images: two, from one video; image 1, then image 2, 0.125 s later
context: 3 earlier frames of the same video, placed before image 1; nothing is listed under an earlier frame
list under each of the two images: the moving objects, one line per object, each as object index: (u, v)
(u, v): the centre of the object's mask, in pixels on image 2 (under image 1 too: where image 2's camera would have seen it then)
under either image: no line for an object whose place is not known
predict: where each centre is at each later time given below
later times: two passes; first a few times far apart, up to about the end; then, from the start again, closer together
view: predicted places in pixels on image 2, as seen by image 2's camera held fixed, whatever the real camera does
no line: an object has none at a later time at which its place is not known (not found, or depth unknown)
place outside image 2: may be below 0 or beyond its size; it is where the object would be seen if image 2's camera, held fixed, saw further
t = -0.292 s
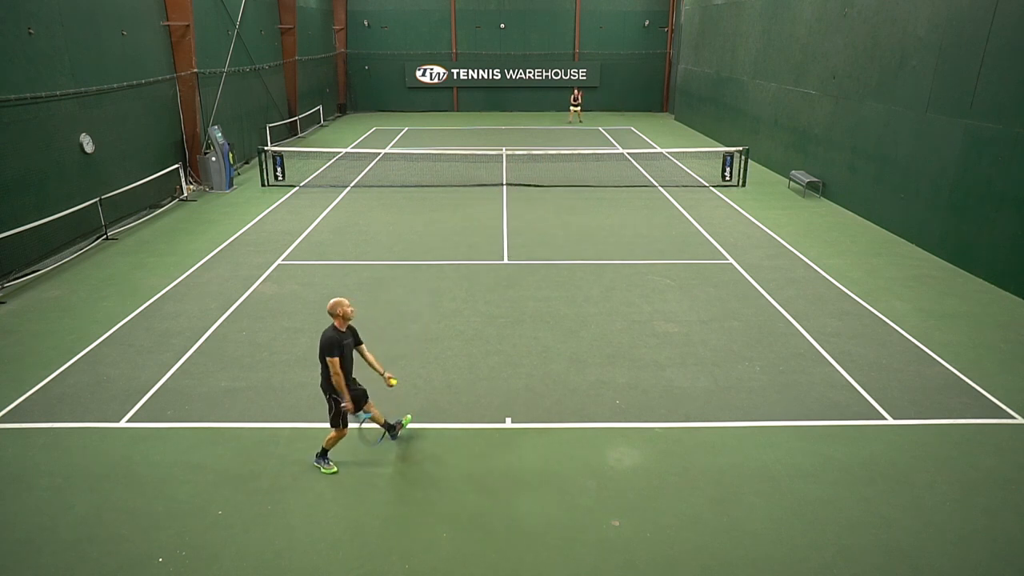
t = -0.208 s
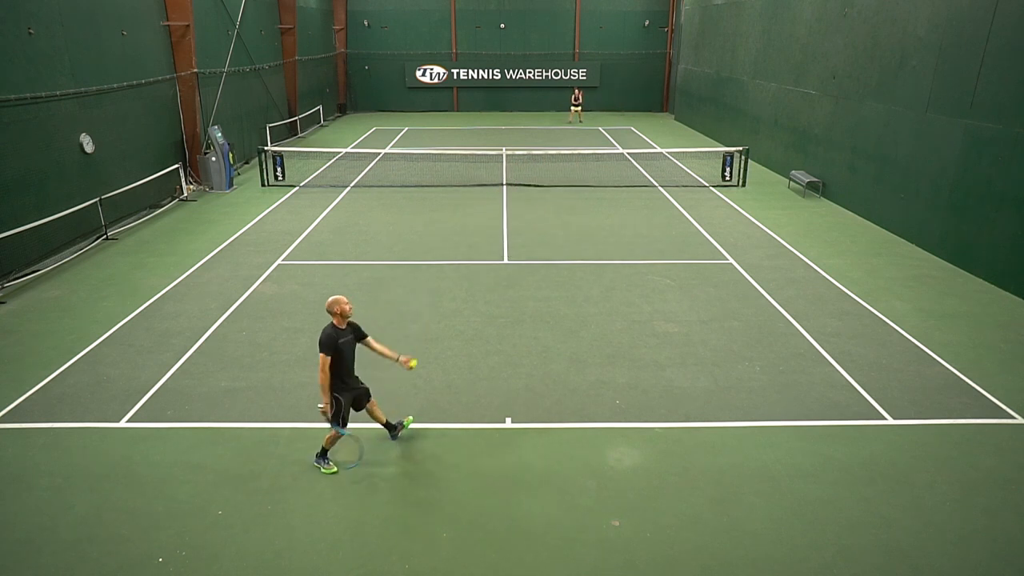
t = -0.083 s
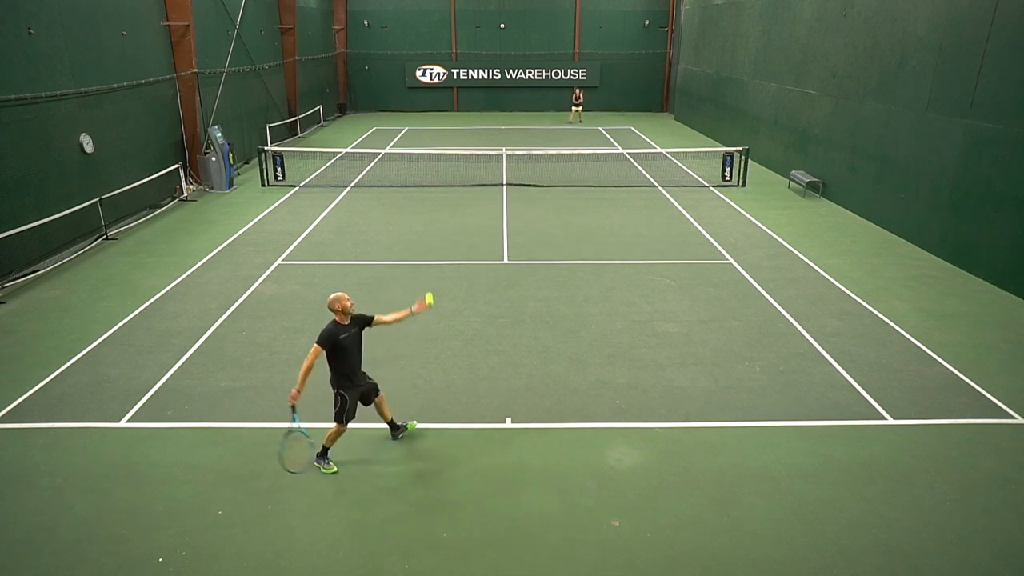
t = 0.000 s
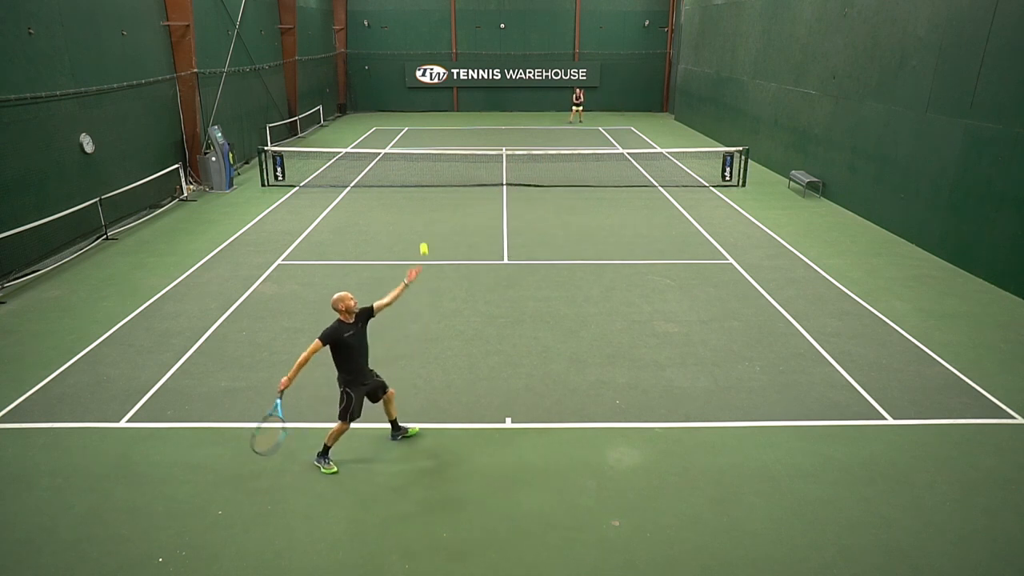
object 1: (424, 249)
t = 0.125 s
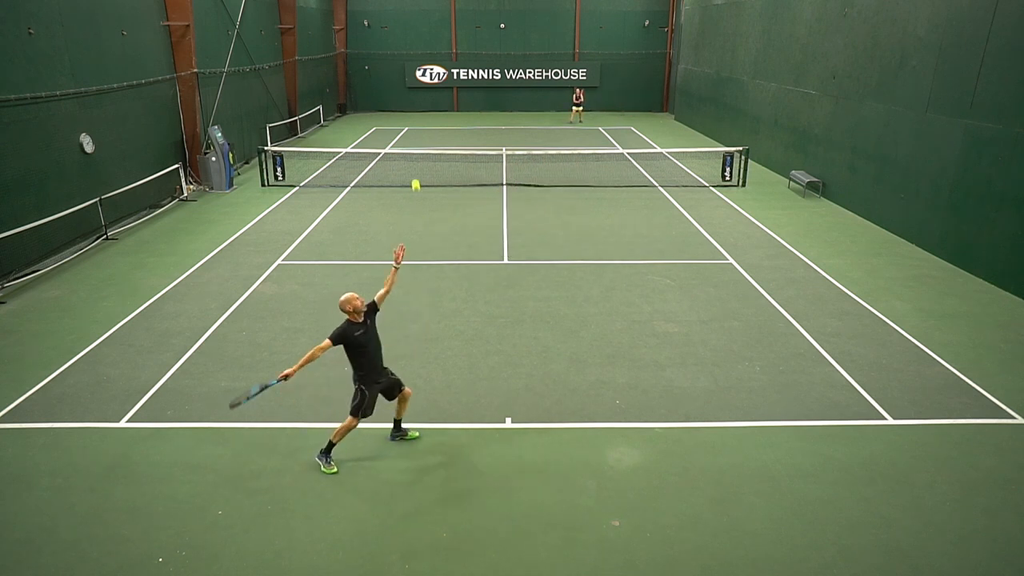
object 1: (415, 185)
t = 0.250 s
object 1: (408, 136)
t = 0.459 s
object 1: (398, 94)
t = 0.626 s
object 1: (391, 95)
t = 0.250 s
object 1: (408, 136)
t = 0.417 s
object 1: (399, 98)
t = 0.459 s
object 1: (398, 94)
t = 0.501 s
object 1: (396, 91)
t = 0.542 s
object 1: (394, 90)
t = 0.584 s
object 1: (392, 91)
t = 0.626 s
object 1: (391, 95)
